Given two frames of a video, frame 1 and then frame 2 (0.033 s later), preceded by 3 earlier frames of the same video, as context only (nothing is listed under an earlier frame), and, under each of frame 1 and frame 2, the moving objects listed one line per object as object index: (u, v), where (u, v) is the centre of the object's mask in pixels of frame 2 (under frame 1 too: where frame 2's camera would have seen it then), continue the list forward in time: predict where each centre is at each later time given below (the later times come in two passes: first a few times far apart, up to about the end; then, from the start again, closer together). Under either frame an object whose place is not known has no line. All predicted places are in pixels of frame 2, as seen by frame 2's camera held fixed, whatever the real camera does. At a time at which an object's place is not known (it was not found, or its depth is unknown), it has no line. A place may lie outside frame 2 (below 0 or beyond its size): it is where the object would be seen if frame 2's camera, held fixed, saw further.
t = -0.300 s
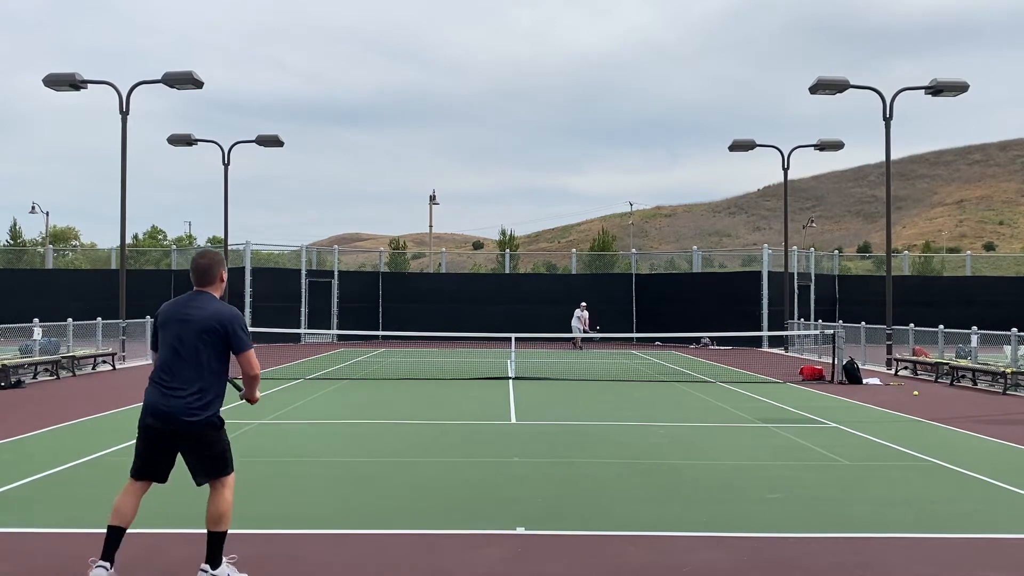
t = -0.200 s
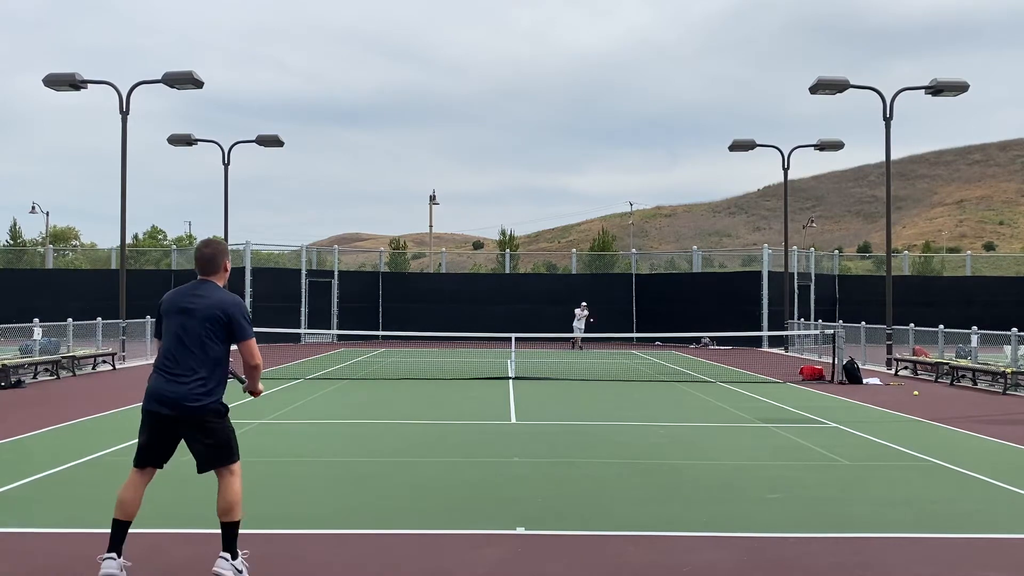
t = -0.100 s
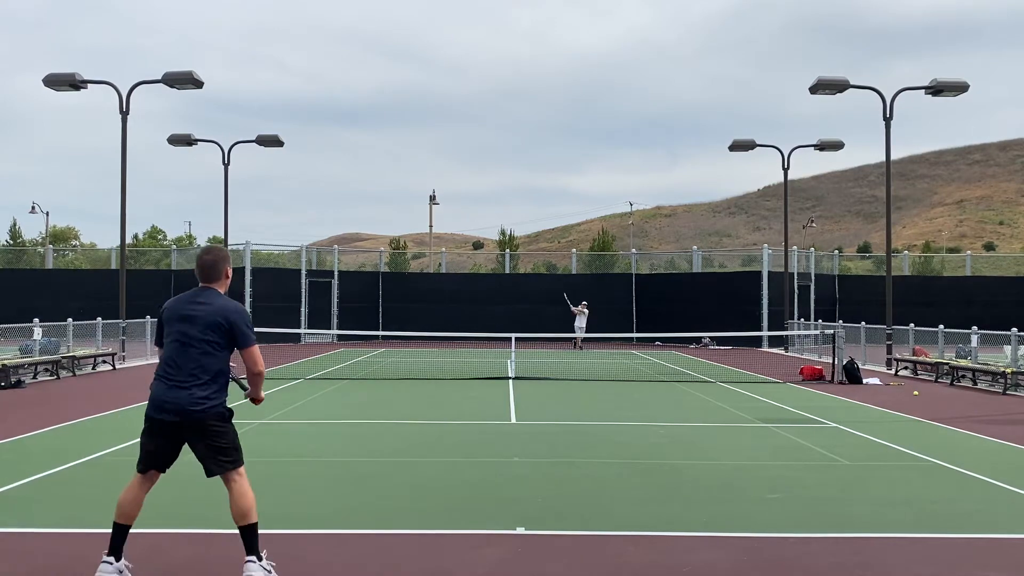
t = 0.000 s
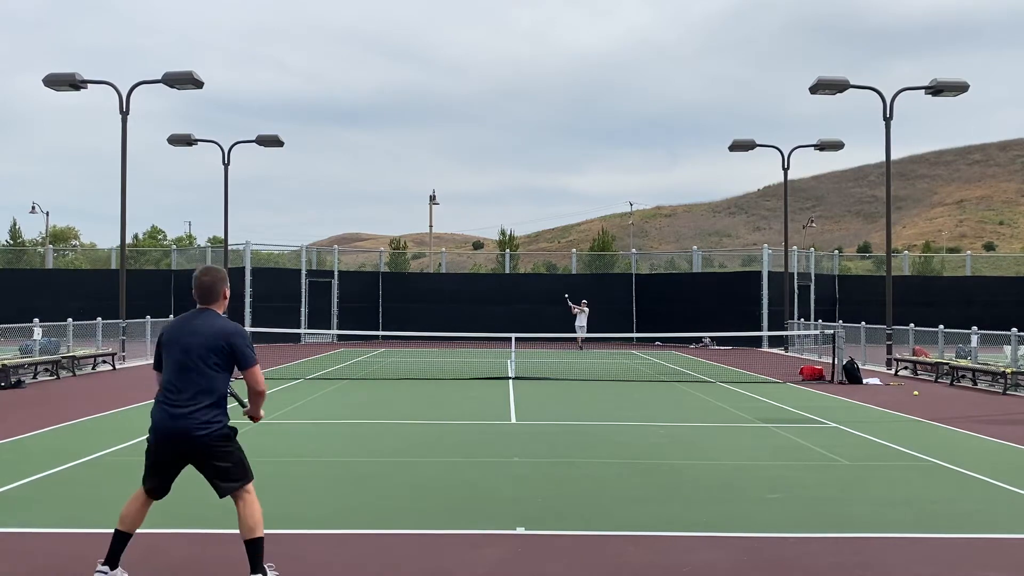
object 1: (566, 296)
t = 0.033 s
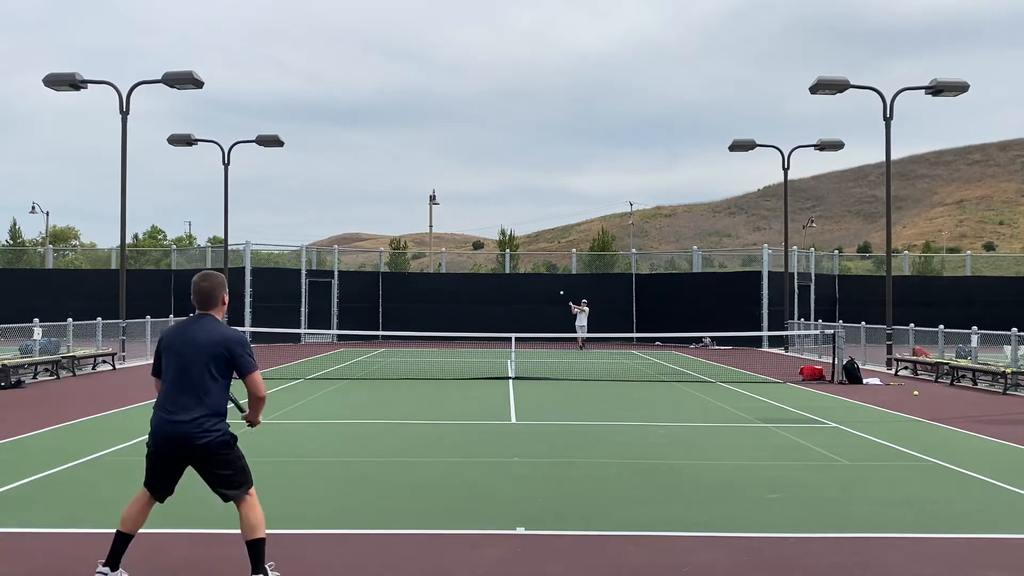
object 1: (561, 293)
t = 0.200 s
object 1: (533, 283)
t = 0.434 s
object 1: (476, 291)
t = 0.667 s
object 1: (380, 356)
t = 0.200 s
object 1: (533, 283)
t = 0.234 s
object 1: (526, 282)
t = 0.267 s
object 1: (519, 282)
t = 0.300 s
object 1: (512, 282)
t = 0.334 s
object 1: (504, 283)
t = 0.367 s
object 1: (495, 285)
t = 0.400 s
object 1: (486, 288)
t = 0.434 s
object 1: (476, 291)
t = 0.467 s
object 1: (466, 296)
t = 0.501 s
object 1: (455, 302)
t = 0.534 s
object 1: (442, 309)
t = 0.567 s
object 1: (429, 318)
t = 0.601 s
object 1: (414, 329)
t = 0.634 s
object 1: (398, 342)
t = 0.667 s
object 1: (380, 356)
